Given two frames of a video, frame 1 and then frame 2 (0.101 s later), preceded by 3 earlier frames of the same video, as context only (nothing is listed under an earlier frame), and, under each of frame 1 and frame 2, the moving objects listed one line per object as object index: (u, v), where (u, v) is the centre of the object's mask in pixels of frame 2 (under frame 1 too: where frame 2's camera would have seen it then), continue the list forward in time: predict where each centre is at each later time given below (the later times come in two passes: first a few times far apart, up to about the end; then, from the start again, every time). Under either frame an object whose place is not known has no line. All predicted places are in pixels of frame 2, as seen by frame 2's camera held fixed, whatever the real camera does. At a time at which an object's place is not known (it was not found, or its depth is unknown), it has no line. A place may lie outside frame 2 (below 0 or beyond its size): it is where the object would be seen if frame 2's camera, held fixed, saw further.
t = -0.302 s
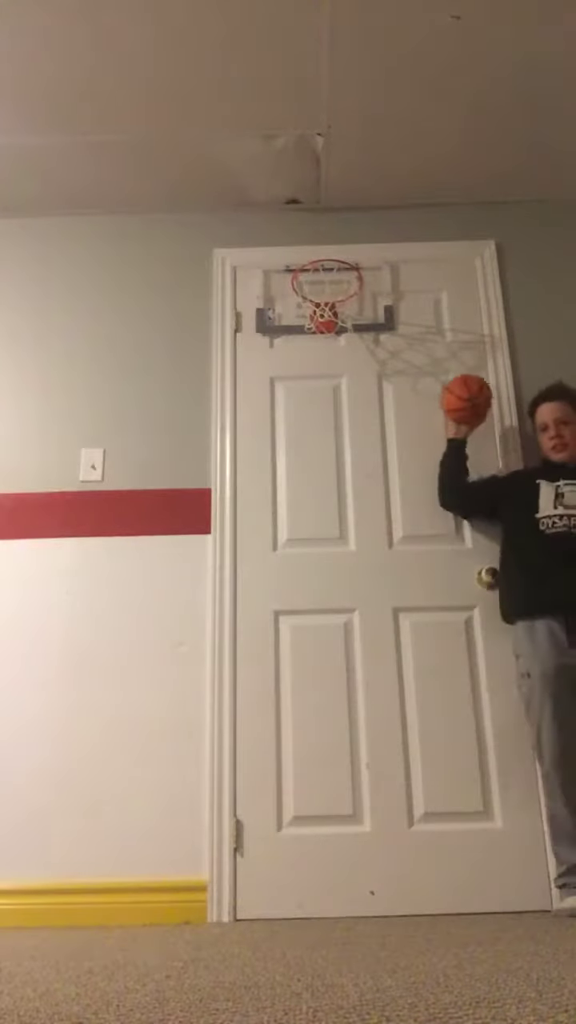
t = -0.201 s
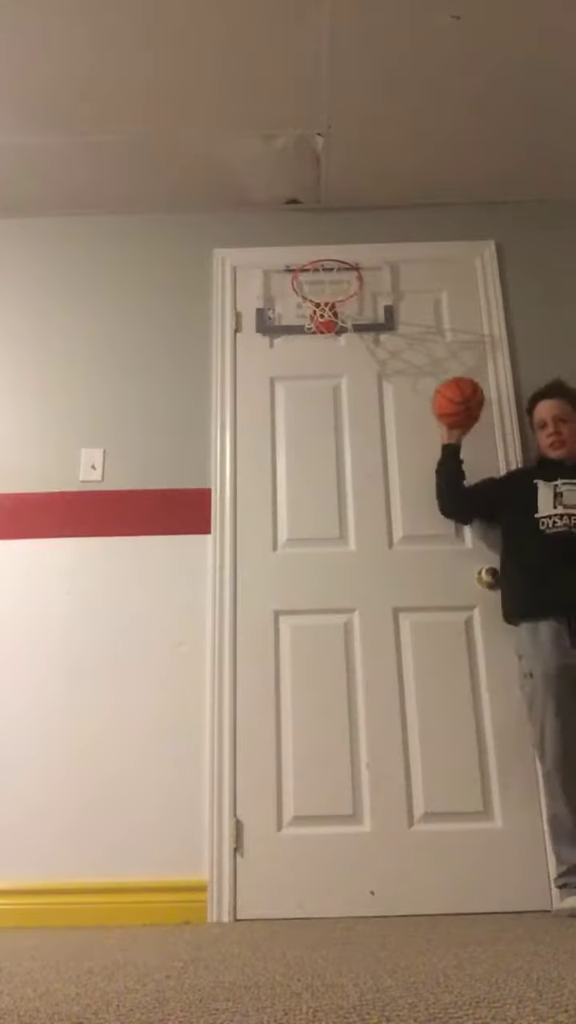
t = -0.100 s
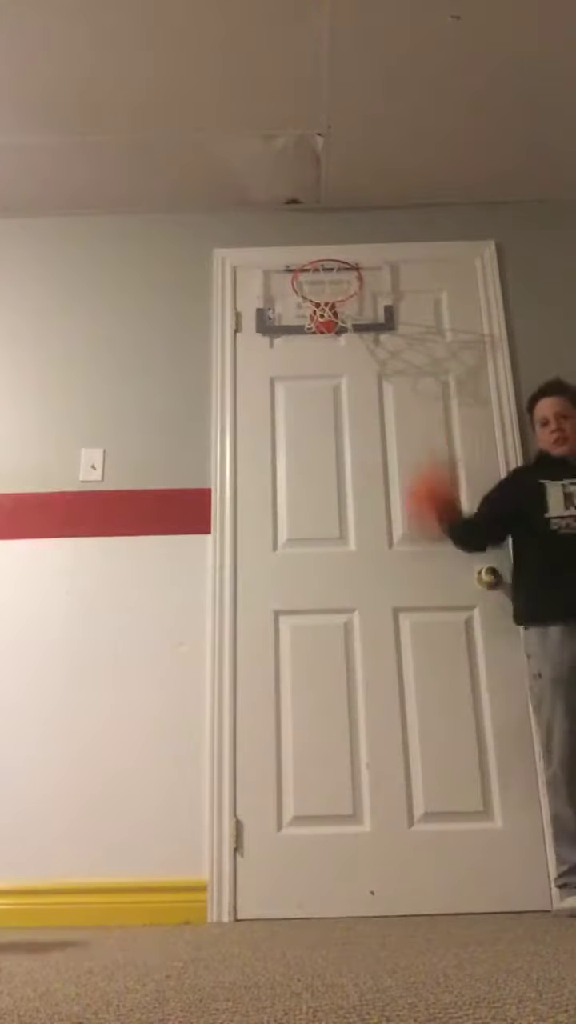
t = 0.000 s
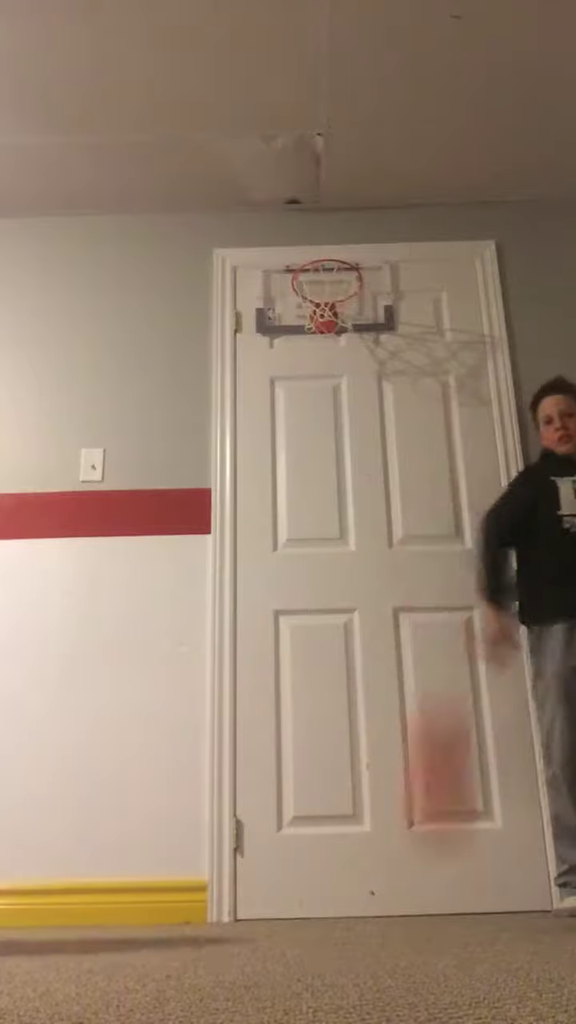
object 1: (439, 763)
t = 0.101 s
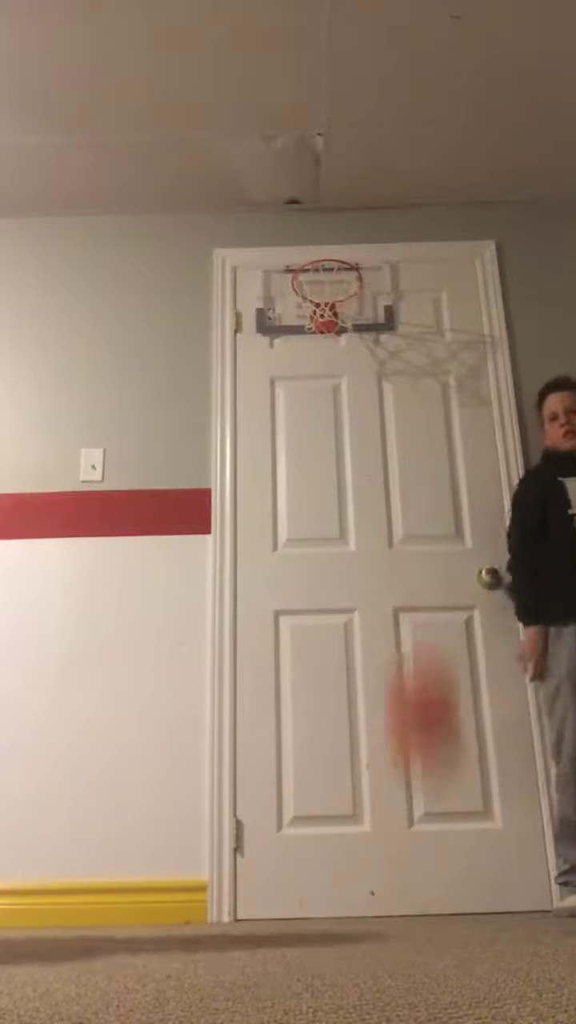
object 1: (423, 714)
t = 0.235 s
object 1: (390, 388)
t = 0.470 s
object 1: (349, 42)
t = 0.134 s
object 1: (412, 614)
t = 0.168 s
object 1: (404, 534)
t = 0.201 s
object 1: (396, 458)
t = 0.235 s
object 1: (390, 388)
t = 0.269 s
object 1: (384, 324)
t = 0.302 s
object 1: (376, 268)
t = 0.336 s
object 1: (369, 214)
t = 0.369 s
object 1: (363, 160)
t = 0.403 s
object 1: (360, 119)
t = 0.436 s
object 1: (355, 79)
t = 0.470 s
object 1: (349, 42)
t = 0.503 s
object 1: (344, 26)
